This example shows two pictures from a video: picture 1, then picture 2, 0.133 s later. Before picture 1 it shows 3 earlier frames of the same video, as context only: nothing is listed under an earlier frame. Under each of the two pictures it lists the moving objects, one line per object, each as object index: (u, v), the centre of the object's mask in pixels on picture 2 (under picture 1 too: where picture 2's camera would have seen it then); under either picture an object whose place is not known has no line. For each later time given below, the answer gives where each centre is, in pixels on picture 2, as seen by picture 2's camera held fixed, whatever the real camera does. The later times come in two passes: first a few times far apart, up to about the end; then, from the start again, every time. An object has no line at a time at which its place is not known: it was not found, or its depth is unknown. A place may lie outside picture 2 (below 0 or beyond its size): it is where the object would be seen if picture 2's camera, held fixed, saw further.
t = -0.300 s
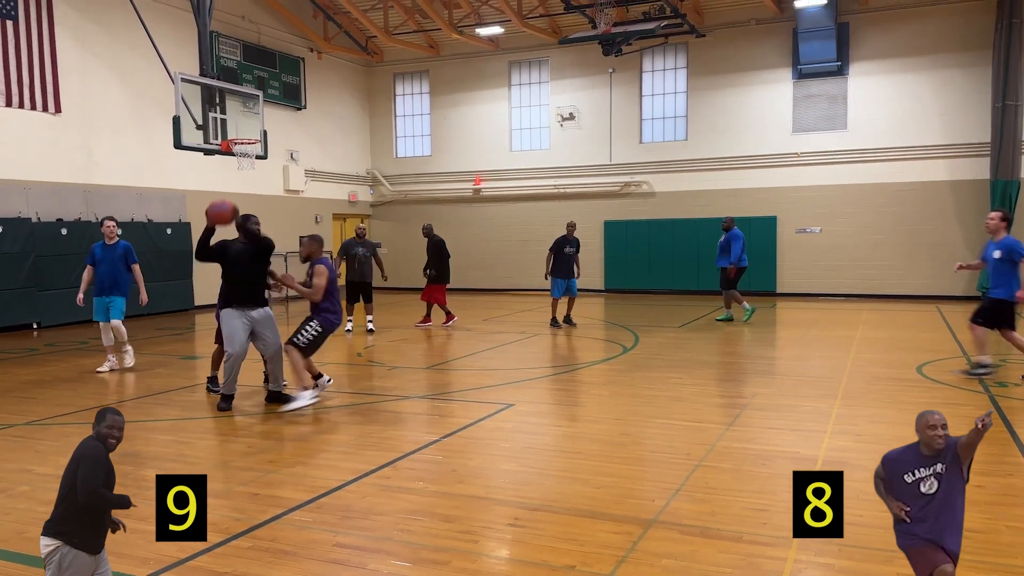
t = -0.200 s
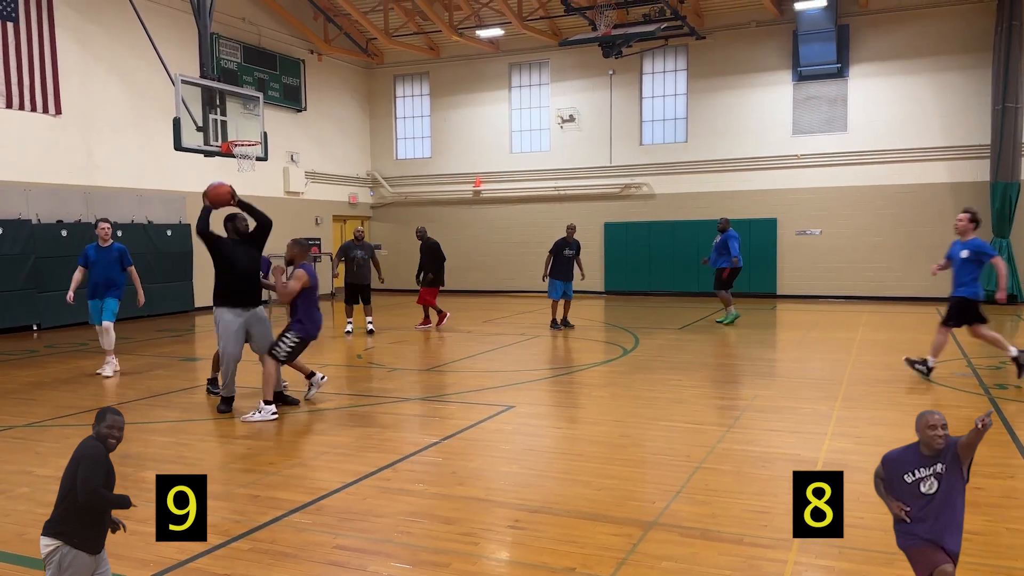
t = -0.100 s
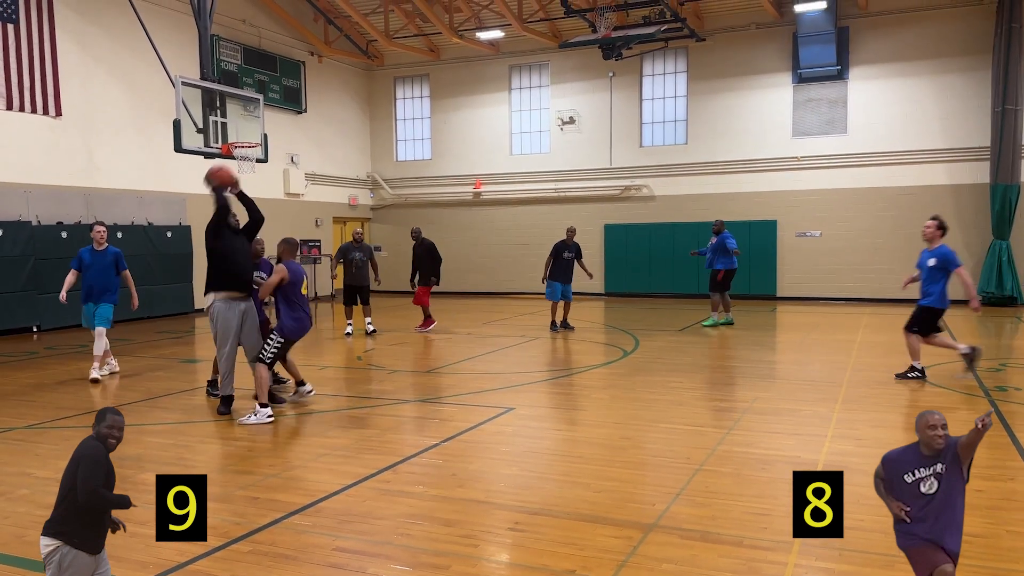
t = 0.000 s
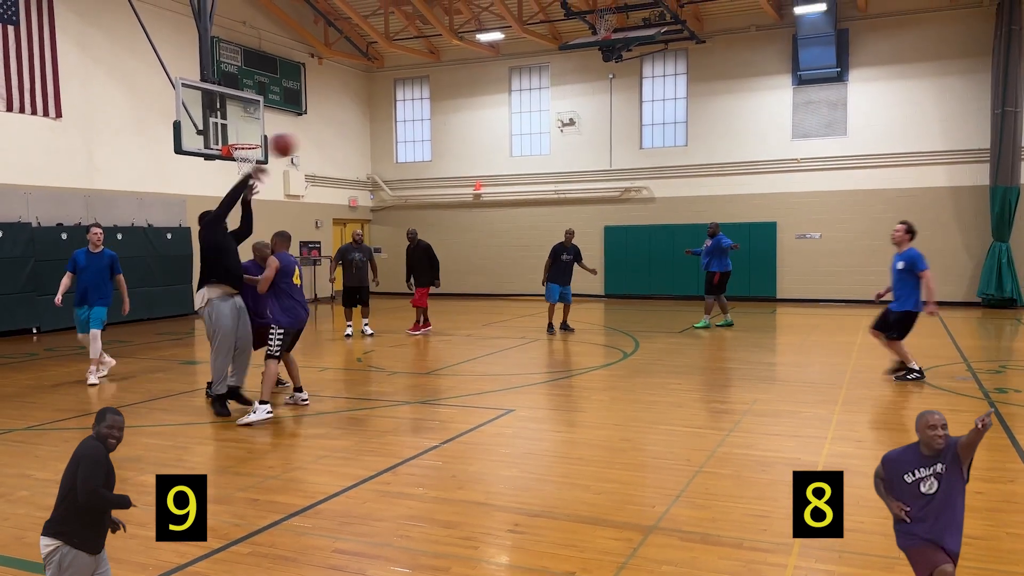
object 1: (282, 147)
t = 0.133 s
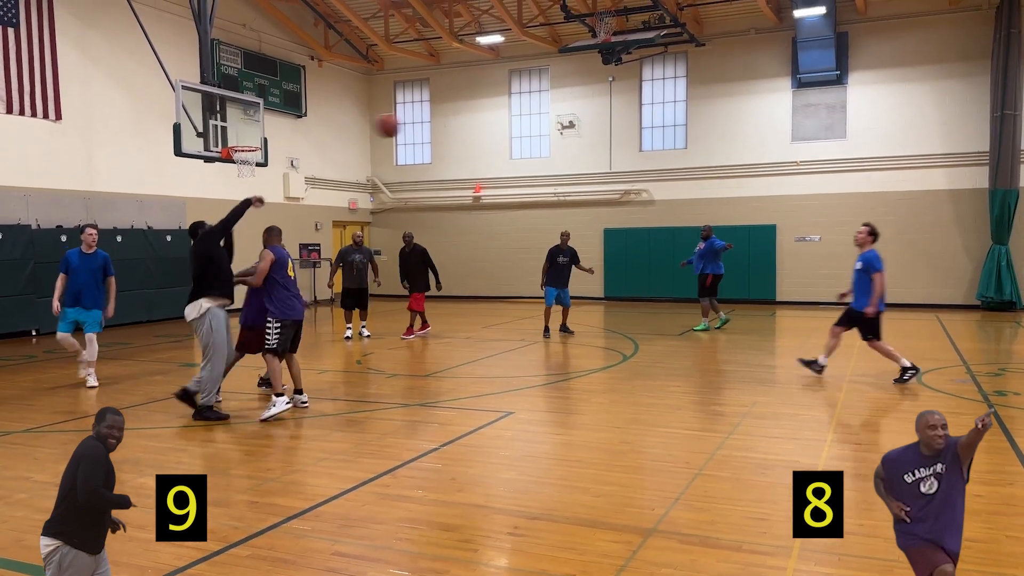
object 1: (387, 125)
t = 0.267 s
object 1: (484, 122)
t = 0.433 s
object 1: (591, 139)
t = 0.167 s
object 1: (413, 123)
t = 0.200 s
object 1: (438, 122)
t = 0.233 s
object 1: (461, 121)
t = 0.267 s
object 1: (484, 122)
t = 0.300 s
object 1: (506, 124)
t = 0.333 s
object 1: (528, 126)
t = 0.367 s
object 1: (549, 130)
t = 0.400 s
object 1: (570, 134)
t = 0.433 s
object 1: (591, 139)
